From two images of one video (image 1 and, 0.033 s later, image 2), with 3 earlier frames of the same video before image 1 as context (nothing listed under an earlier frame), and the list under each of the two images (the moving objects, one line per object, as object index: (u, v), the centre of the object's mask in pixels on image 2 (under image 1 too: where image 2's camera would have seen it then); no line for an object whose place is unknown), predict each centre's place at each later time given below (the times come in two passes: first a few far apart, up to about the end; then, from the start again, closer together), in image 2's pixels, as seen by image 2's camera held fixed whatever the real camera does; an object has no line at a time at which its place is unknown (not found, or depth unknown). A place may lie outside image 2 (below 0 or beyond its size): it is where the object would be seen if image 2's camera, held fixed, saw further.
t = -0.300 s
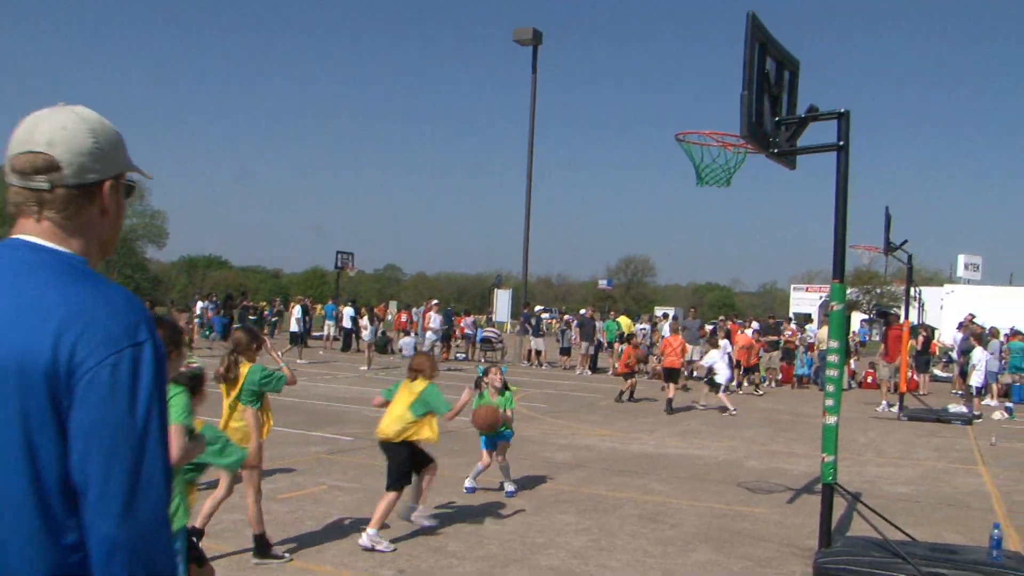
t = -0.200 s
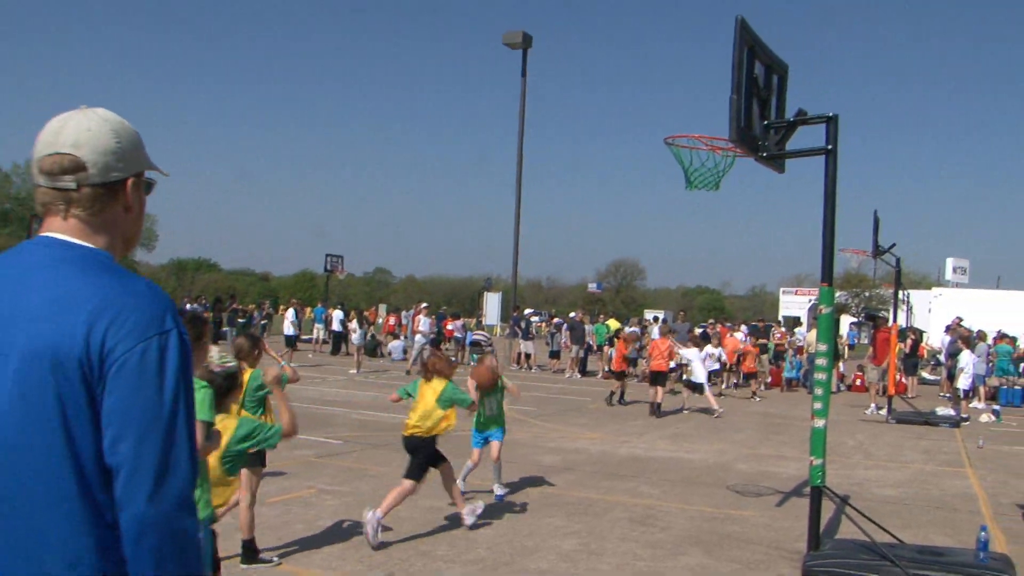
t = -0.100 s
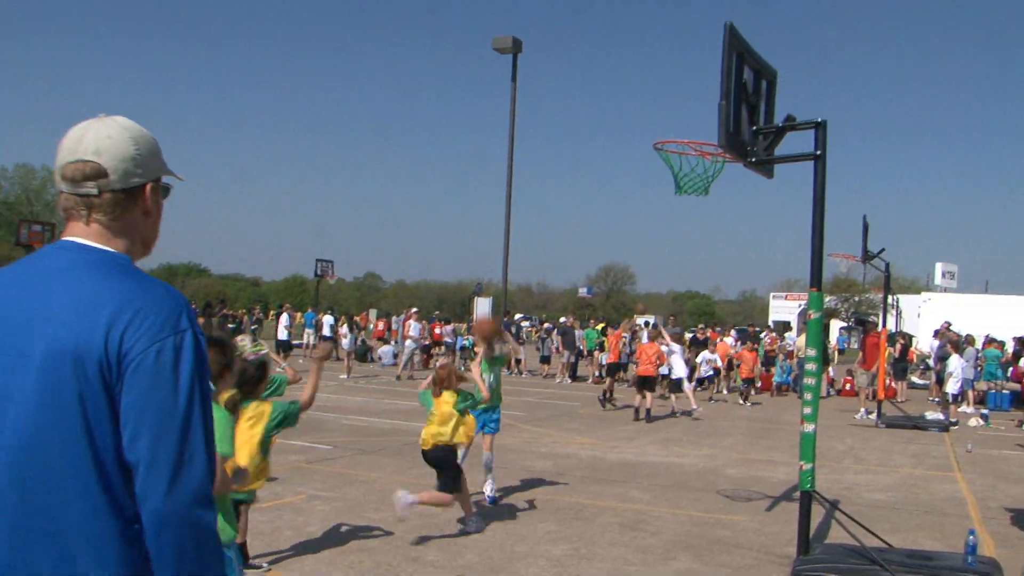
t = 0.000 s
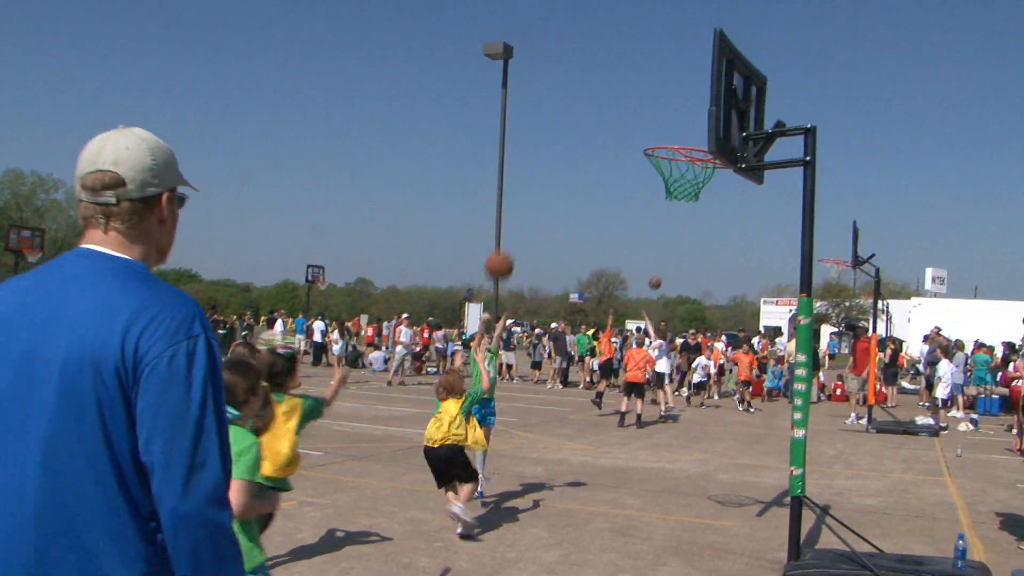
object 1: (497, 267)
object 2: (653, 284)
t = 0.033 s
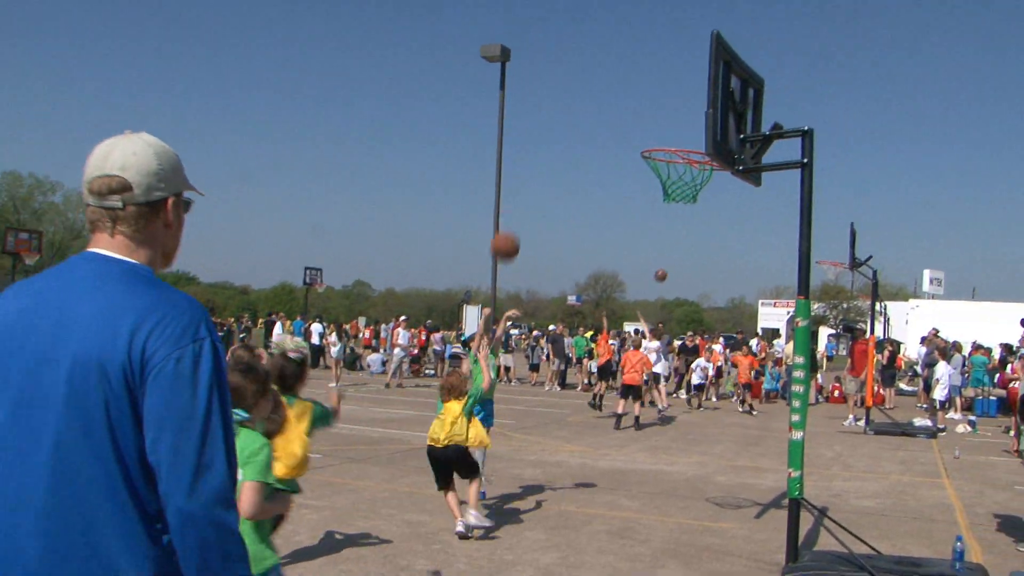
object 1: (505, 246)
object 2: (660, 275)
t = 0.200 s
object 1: (544, 158)
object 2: (697, 238)
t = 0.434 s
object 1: (604, 83)
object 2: (750, 209)
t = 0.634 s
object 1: (660, 71)
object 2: (794, 208)
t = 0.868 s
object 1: (699, 125)
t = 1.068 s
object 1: (656, 169)
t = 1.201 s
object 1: (672, 201)
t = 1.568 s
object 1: (710, 417)
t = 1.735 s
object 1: (723, 548)
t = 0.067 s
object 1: (513, 226)
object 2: (668, 266)
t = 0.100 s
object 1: (521, 208)
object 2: (675, 259)
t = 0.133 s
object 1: (529, 189)
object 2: (682, 251)
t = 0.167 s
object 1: (537, 173)
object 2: (690, 244)
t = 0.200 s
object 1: (544, 158)
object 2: (697, 238)
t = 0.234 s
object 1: (553, 143)
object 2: (705, 232)
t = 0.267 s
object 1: (561, 130)
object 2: (712, 227)
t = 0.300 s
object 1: (569, 118)
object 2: (719, 222)
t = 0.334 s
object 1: (578, 108)
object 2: (727, 218)
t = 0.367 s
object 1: (587, 98)
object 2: (735, 215)
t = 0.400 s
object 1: (596, 90)
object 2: (743, 212)
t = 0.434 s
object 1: (604, 83)
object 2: (750, 209)
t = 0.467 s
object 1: (613, 77)
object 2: (758, 207)
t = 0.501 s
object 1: (623, 73)
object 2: (765, 207)
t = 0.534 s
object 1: (632, 70)
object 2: (773, 206)
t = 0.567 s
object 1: (641, 69)
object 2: (780, 206)
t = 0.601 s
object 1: (651, 69)
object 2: (787, 207)
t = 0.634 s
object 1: (660, 71)
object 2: (794, 208)
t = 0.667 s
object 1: (669, 74)
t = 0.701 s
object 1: (679, 79)
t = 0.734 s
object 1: (689, 85)
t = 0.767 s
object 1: (695, 93)
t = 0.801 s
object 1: (699, 102)
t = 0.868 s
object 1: (699, 125)
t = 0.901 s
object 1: (696, 136)
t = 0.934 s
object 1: (691, 145)
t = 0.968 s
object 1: (680, 152)
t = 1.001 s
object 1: (667, 158)
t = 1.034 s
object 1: (654, 165)
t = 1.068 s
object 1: (656, 169)
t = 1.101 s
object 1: (660, 177)
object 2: (820, 268)
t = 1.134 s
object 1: (665, 184)
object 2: (820, 272)
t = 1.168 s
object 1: (669, 193)
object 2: (820, 276)
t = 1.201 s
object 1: (672, 201)
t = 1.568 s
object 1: (710, 417)
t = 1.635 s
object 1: (715, 481)
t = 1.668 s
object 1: (718, 515)
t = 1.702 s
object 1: (720, 548)
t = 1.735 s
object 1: (723, 548)
